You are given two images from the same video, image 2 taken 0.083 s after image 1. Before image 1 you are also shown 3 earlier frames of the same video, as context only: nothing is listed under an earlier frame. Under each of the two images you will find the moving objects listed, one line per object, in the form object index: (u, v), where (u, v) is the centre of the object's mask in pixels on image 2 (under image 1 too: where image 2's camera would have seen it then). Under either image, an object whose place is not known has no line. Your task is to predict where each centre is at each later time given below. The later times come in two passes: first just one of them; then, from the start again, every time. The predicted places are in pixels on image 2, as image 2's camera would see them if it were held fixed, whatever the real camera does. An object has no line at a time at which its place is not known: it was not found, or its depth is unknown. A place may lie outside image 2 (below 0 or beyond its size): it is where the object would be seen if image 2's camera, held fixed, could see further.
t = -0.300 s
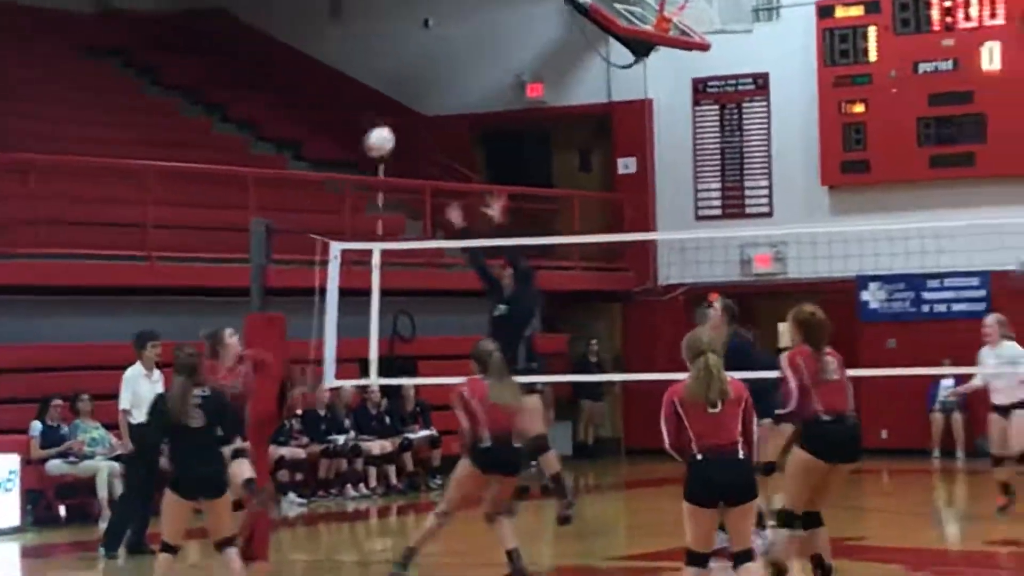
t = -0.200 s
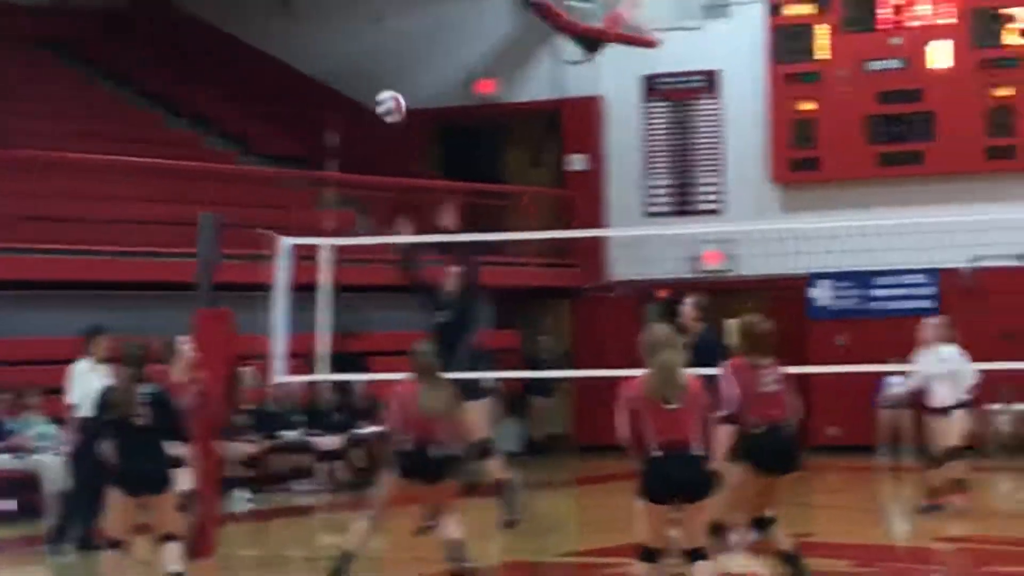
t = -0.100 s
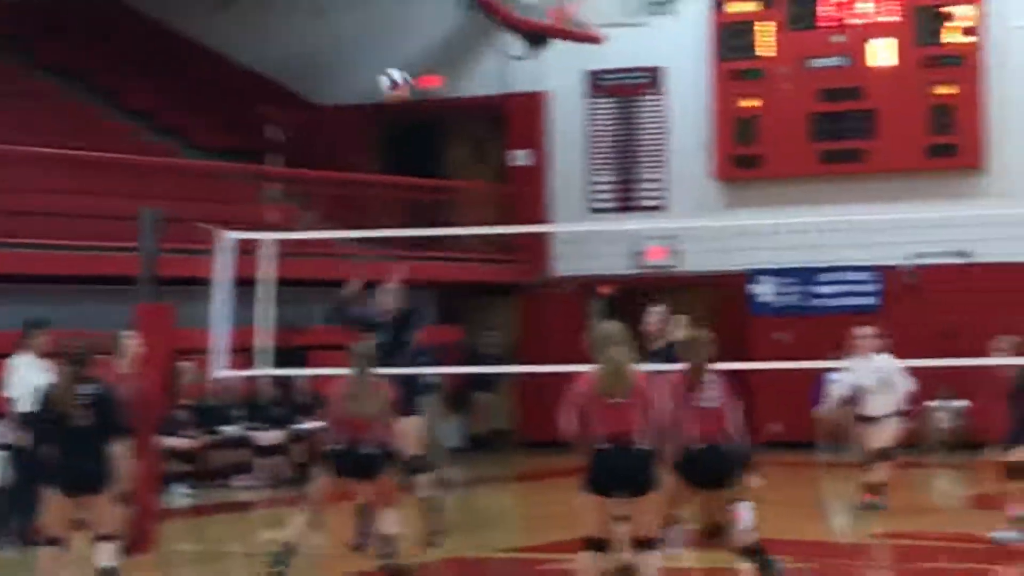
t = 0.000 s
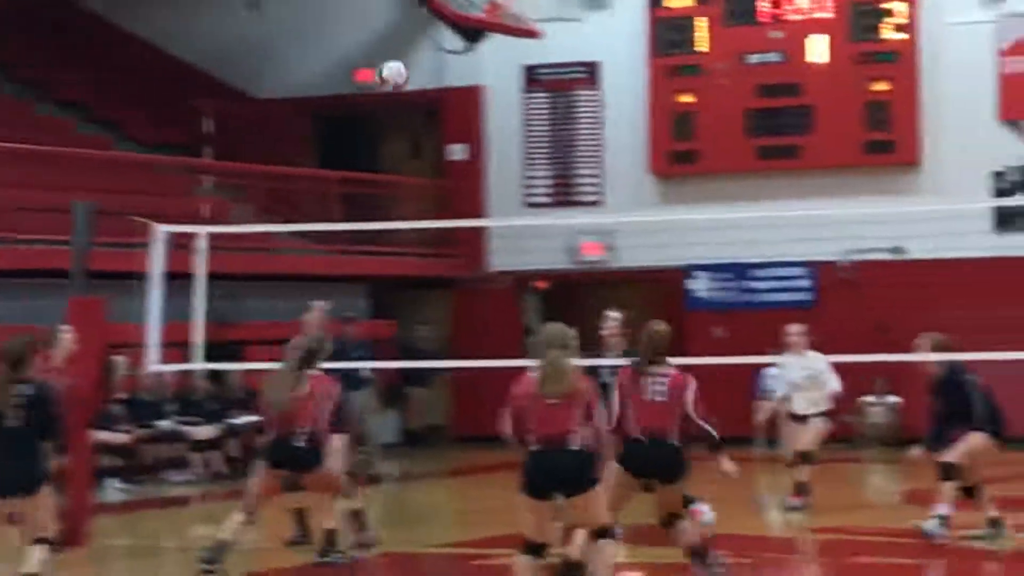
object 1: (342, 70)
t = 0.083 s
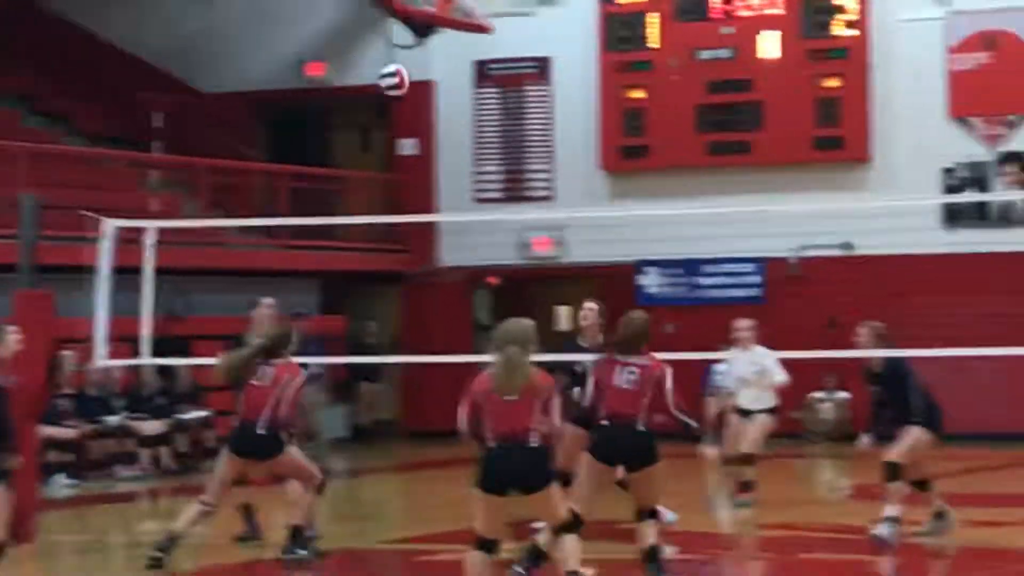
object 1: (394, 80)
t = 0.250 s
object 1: (498, 127)
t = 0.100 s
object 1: (405, 84)
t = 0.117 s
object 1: (417, 86)
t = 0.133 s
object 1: (424, 90)
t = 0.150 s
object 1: (434, 94)
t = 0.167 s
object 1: (445, 97)
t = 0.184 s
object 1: (457, 103)
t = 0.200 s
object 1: (468, 109)
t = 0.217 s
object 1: (478, 114)
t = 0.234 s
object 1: (487, 122)
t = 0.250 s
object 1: (498, 127)
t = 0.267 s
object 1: (509, 133)
